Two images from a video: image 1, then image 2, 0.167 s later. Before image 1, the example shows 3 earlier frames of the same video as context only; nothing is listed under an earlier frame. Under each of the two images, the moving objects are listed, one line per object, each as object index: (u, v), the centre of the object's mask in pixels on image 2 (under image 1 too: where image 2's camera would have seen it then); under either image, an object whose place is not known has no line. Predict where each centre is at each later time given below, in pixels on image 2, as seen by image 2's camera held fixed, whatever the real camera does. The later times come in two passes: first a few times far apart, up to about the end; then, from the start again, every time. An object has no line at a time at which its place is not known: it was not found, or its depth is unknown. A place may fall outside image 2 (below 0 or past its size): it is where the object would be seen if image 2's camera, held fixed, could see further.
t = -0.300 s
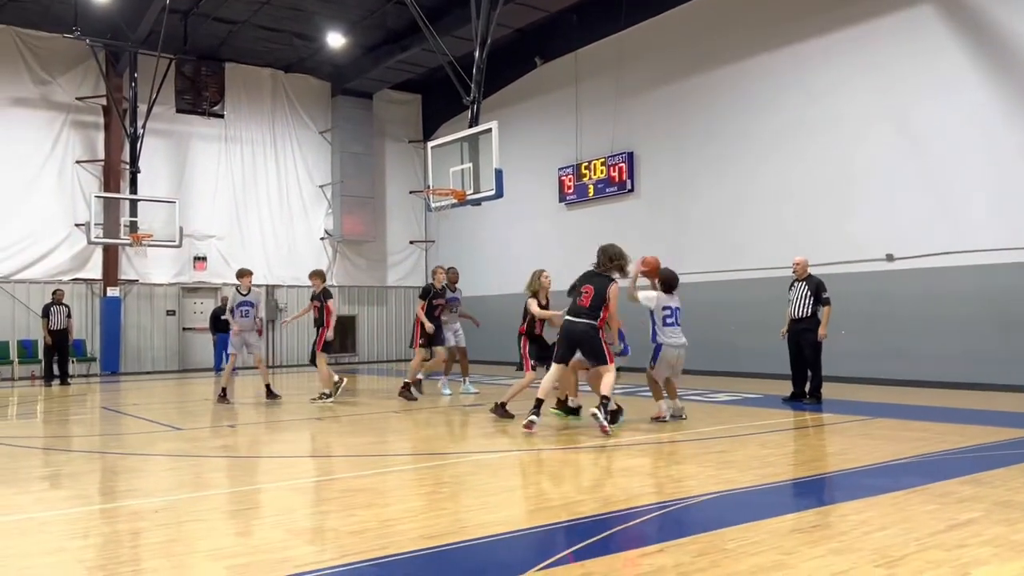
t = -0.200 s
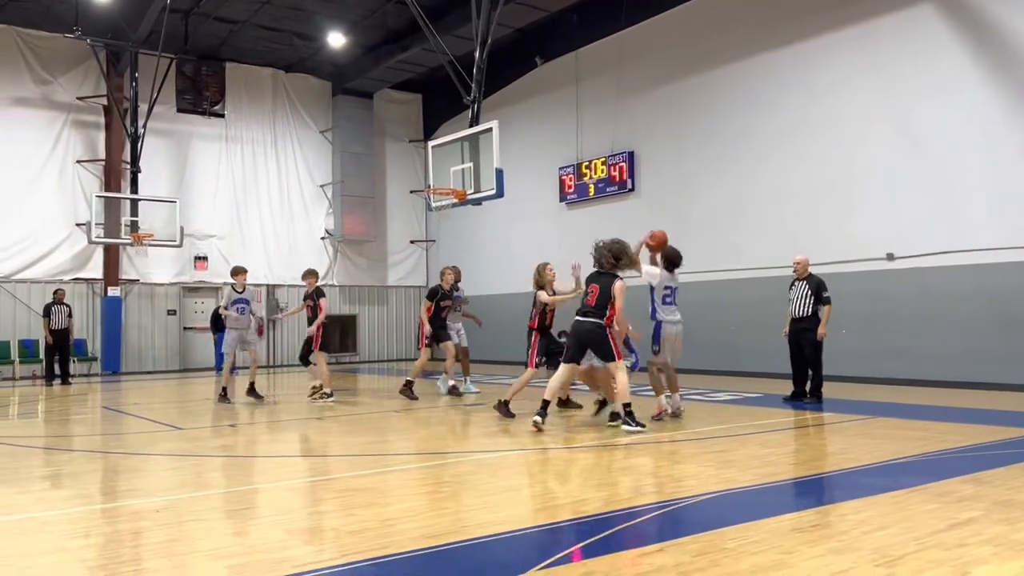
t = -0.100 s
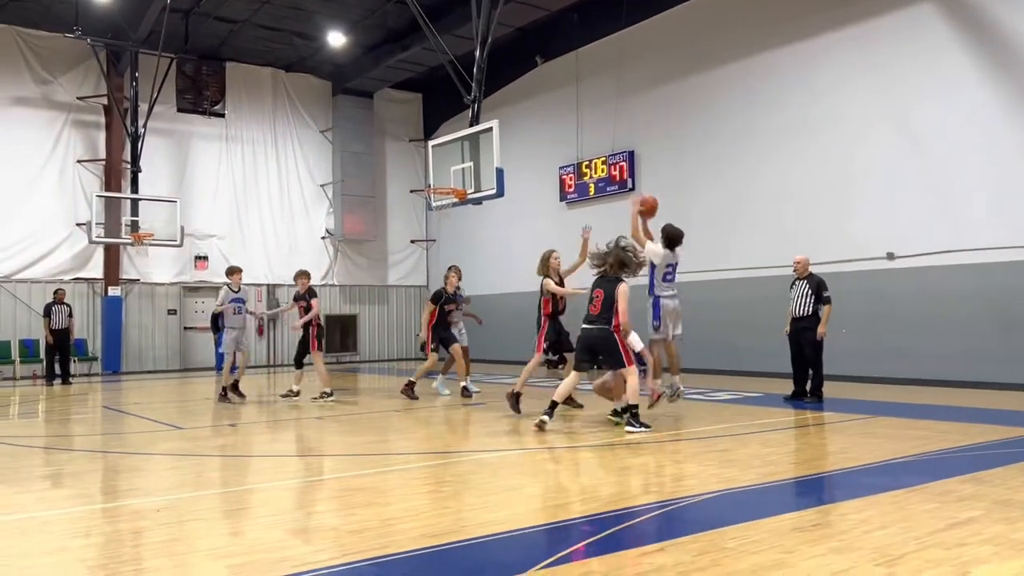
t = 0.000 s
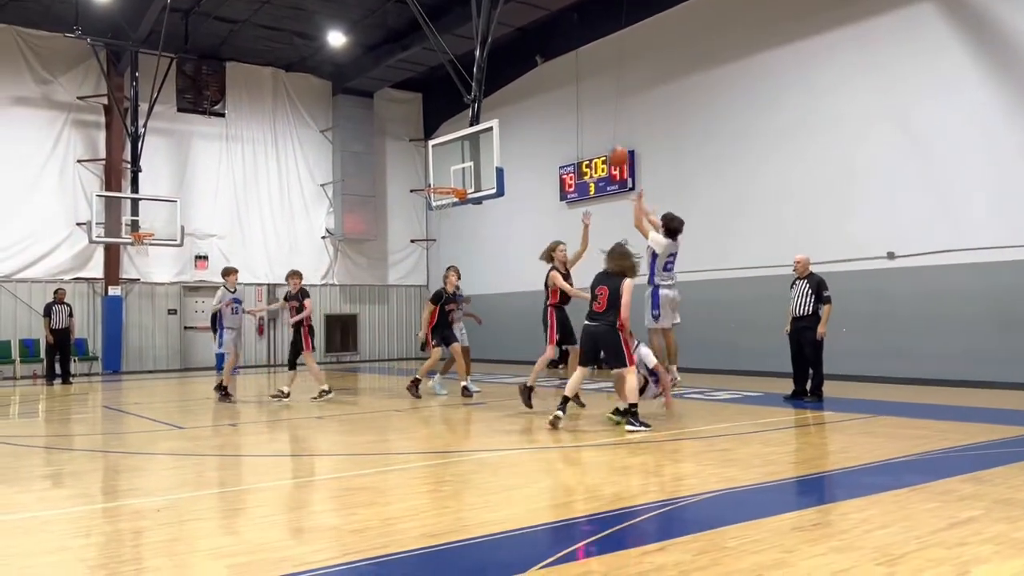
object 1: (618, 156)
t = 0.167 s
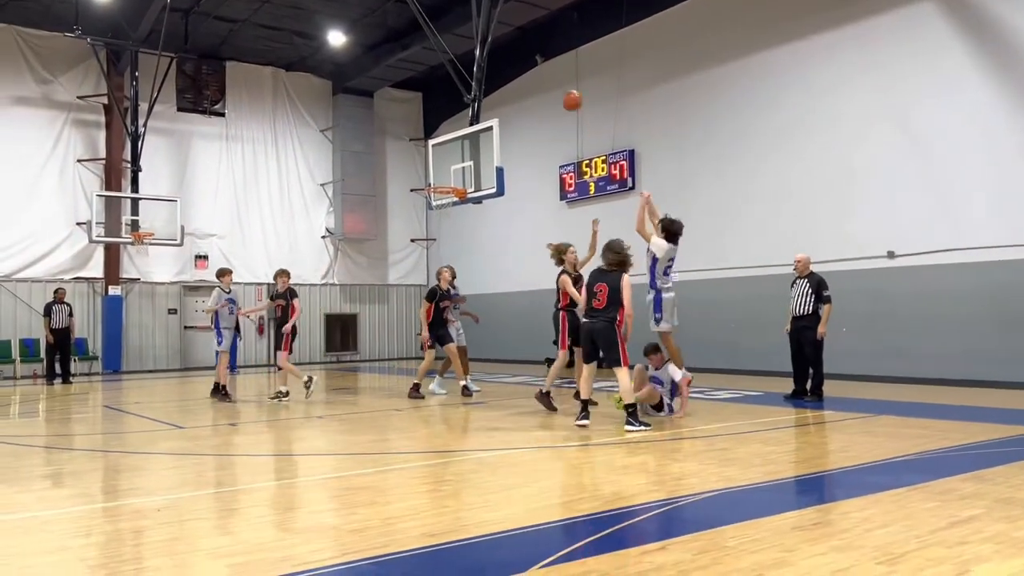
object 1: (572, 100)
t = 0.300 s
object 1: (540, 75)
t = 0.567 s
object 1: (483, 72)
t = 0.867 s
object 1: (431, 124)
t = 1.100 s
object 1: (397, 199)
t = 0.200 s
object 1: (563, 93)
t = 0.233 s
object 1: (555, 86)
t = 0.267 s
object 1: (547, 81)
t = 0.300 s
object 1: (540, 75)
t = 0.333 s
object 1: (531, 71)
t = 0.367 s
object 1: (523, 69)
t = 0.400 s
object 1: (516, 67)
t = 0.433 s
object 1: (509, 67)
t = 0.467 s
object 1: (502, 67)
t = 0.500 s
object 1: (495, 68)
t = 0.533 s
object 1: (489, 69)
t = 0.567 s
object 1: (483, 72)
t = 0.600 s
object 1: (476, 75)
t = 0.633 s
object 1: (470, 79)
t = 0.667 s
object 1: (464, 84)
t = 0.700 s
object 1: (458, 89)
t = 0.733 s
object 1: (453, 95)
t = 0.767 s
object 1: (447, 101)
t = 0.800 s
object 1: (441, 108)
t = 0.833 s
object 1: (436, 116)
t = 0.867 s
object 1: (431, 124)
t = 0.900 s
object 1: (426, 133)
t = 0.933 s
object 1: (421, 143)
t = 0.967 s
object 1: (416, 154)
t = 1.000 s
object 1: (411, 164)
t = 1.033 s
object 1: (407, 175)
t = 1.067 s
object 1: (402, 187)
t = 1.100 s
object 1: (397, 199)
